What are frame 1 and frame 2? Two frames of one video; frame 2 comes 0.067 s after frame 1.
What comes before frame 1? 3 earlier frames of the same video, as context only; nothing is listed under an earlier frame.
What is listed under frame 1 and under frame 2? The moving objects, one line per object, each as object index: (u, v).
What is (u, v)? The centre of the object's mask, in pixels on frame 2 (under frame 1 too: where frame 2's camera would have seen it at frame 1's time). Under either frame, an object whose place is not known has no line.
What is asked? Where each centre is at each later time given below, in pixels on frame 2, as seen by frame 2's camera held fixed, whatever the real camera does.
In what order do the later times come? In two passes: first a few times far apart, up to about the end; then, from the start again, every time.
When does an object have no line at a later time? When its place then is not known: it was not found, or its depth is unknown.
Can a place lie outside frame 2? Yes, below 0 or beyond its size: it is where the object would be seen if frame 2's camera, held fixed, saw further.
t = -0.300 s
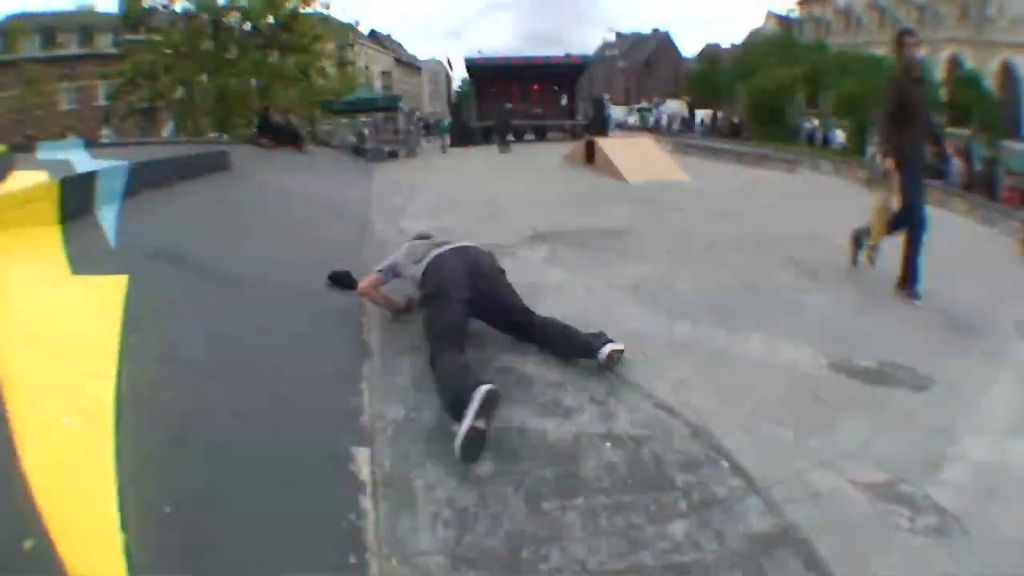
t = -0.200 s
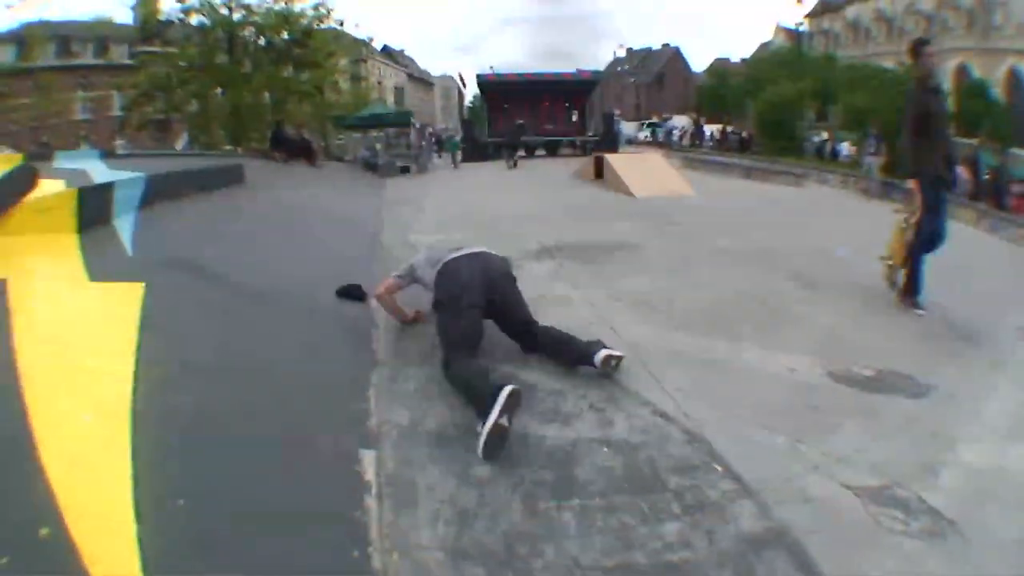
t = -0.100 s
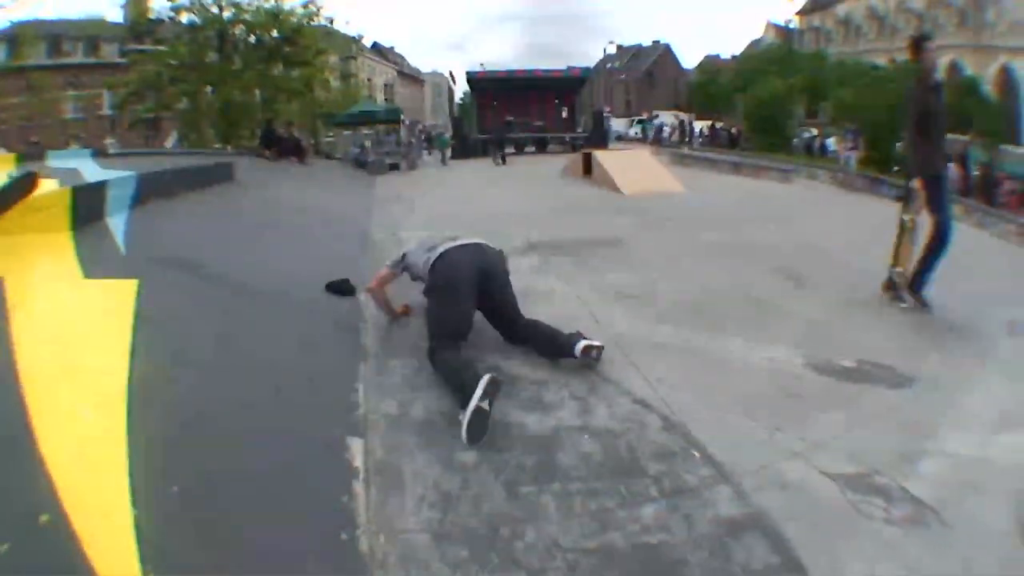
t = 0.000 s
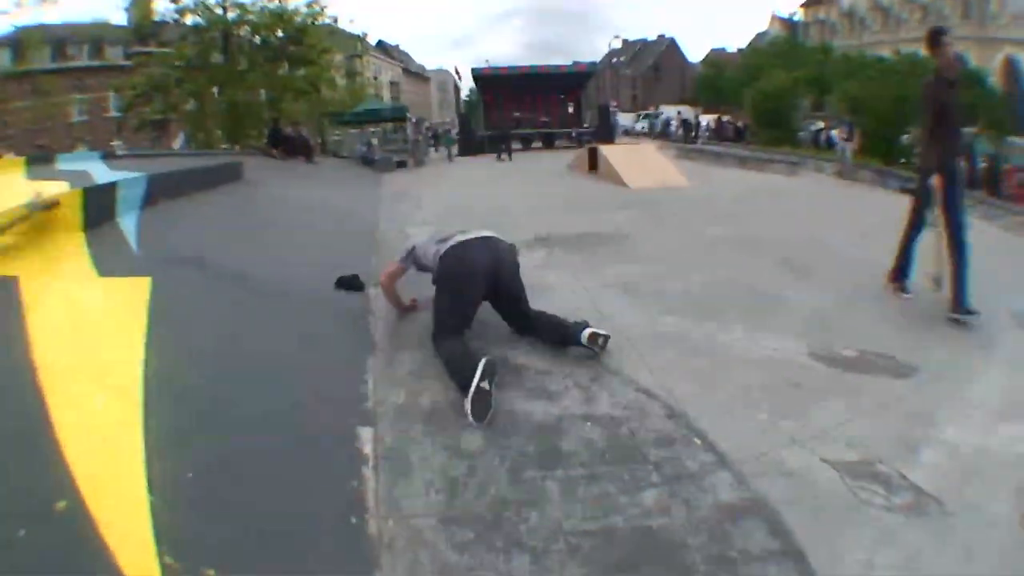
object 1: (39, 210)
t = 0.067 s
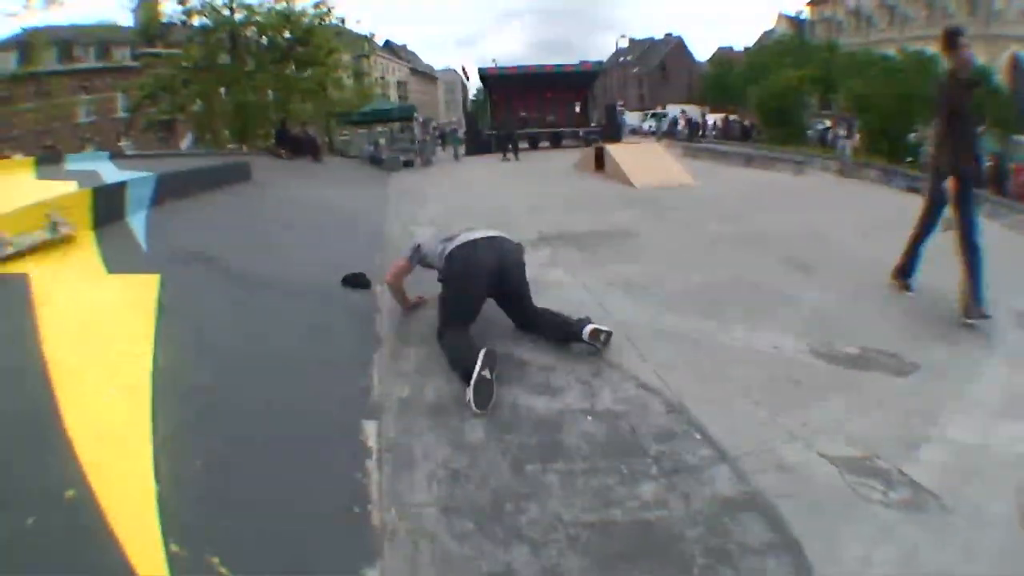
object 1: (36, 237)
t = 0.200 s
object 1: (45, 236)
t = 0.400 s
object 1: (80, 262)
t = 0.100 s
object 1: (36, 243)
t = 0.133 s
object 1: (34, 243)
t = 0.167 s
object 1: (37, 238)
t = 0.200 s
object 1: (45, 236)
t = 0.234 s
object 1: (52, 235)
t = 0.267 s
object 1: (56, 237)
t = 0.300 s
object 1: (65, 241)
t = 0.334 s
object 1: (74, 247)
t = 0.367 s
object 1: (87, 255)
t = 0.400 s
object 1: (80, 262)
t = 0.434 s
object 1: (88, 266)
